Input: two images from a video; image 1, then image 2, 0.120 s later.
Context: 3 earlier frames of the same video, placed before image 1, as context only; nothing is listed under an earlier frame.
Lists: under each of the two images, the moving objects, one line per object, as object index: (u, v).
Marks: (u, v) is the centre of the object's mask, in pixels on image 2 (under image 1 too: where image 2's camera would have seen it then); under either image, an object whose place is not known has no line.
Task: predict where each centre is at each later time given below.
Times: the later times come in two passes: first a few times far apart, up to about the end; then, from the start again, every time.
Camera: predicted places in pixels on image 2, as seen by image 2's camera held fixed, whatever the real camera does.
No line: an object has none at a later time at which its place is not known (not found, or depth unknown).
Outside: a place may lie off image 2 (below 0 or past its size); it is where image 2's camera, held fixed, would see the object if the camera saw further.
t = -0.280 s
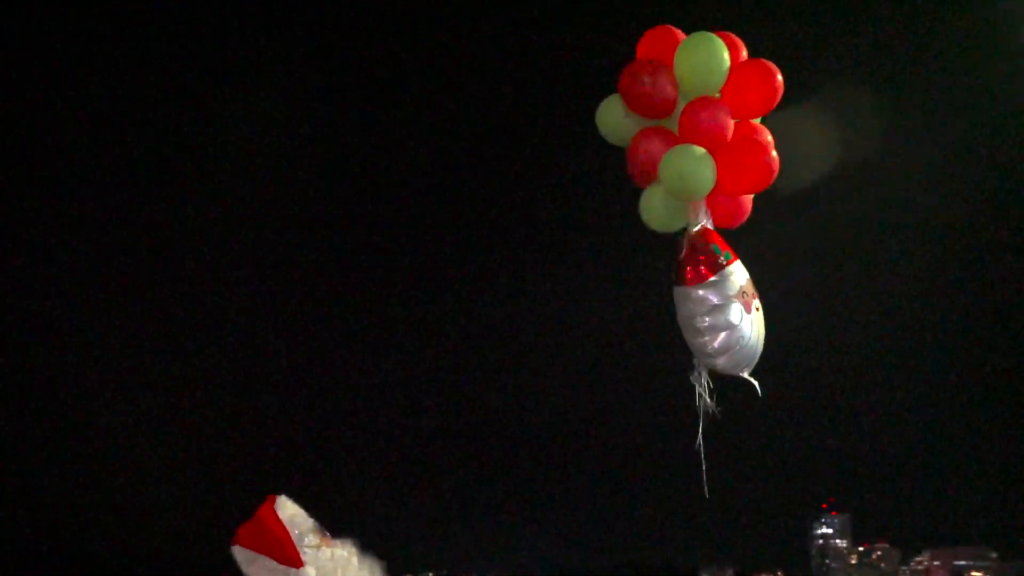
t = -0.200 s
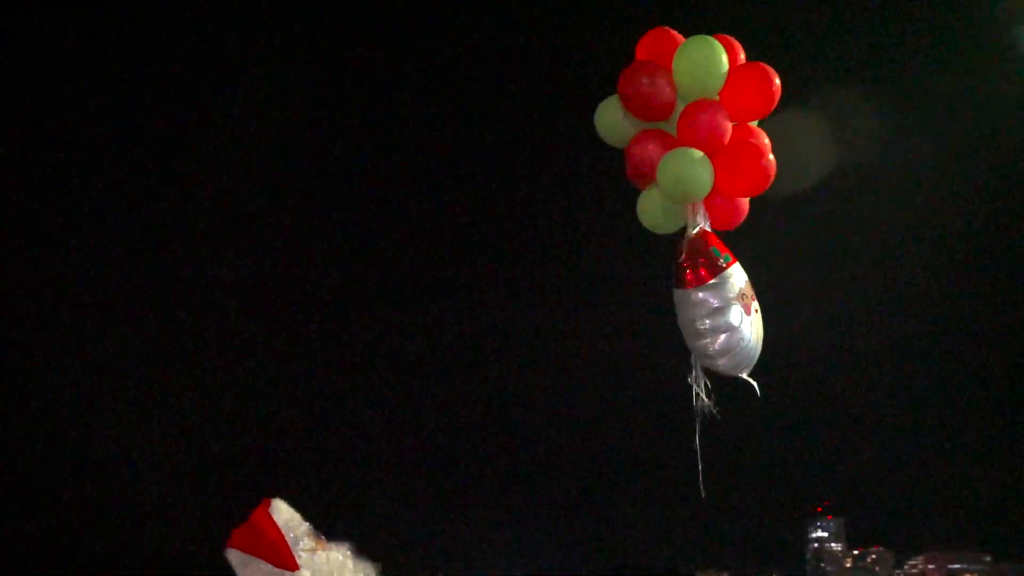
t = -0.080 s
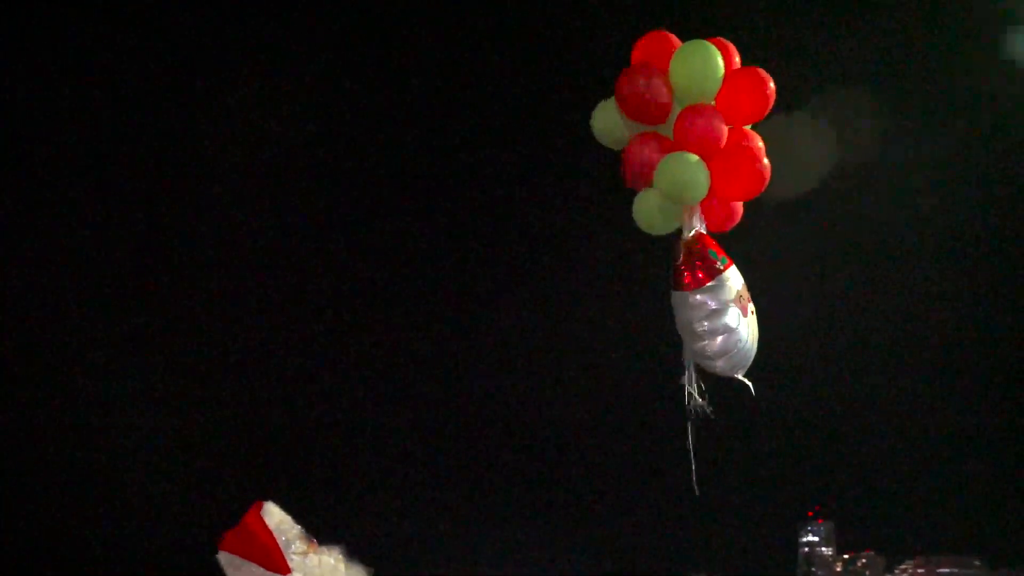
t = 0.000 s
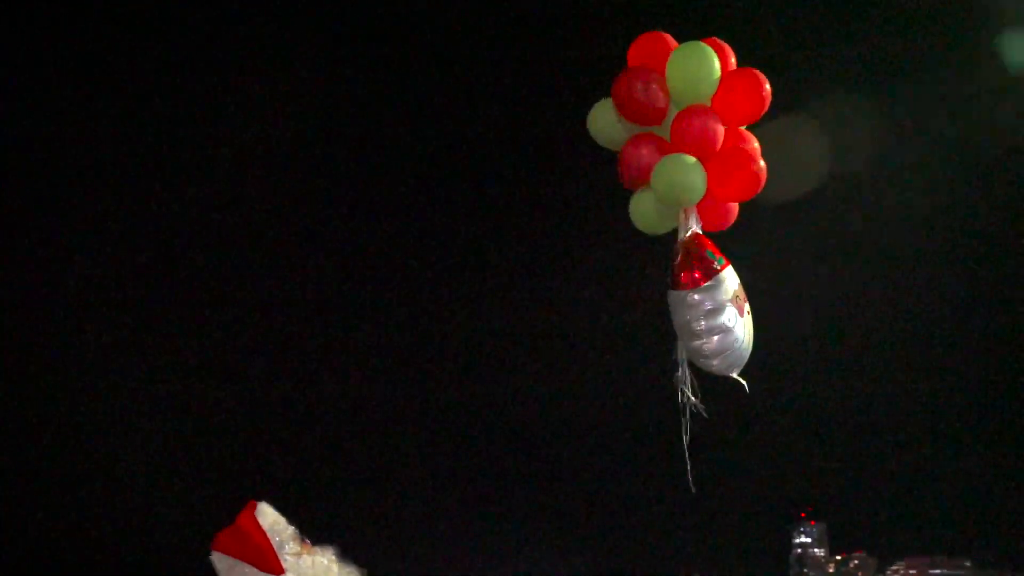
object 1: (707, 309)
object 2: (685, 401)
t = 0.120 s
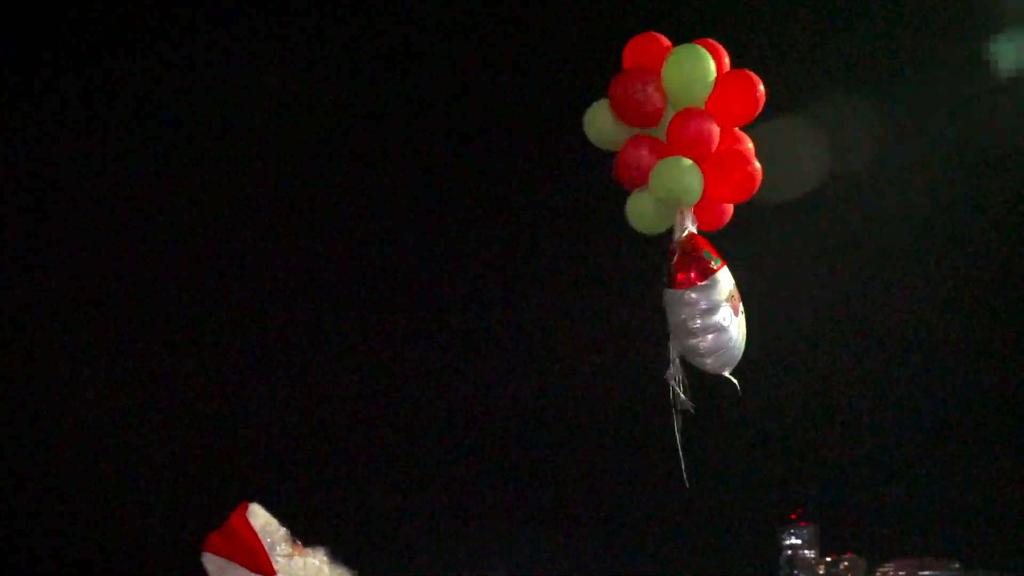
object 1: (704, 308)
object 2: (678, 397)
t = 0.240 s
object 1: (702, 306)
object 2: (672, 391)
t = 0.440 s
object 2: (664, 382)
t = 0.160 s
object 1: (703, 308)
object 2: (676, 397)
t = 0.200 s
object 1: (702, 307)
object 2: (674, 394)
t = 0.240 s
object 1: (702, 306)
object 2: (672, 391)
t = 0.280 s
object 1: (700, 304)
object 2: (670, 388)
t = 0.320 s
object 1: (699, 304)
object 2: (668, 386)
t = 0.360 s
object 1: (698, 302)
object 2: (667, 386)
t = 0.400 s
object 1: (697, 302)
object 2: (665, 383)
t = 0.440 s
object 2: (664, 382)
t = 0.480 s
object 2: (663, 379)
